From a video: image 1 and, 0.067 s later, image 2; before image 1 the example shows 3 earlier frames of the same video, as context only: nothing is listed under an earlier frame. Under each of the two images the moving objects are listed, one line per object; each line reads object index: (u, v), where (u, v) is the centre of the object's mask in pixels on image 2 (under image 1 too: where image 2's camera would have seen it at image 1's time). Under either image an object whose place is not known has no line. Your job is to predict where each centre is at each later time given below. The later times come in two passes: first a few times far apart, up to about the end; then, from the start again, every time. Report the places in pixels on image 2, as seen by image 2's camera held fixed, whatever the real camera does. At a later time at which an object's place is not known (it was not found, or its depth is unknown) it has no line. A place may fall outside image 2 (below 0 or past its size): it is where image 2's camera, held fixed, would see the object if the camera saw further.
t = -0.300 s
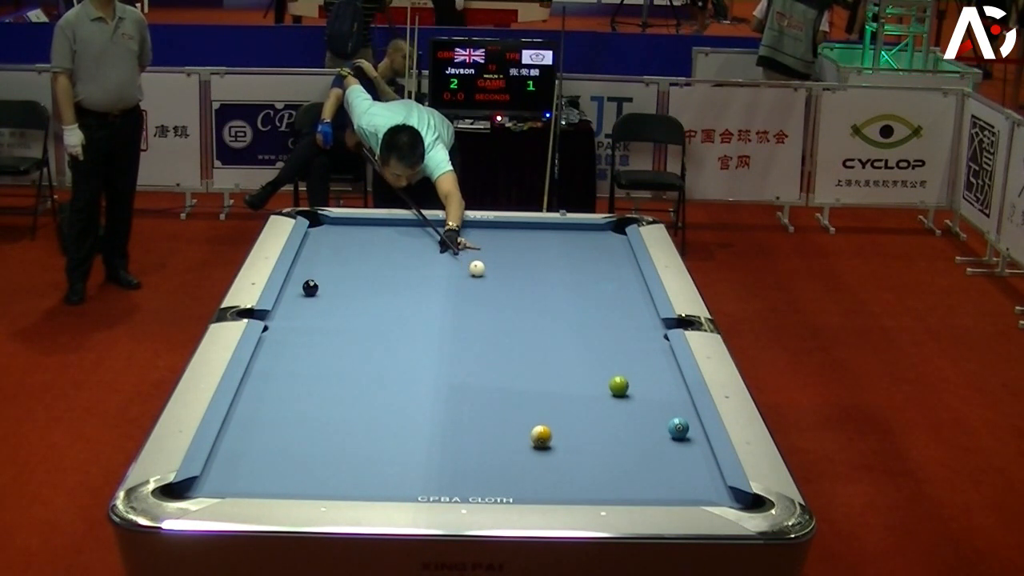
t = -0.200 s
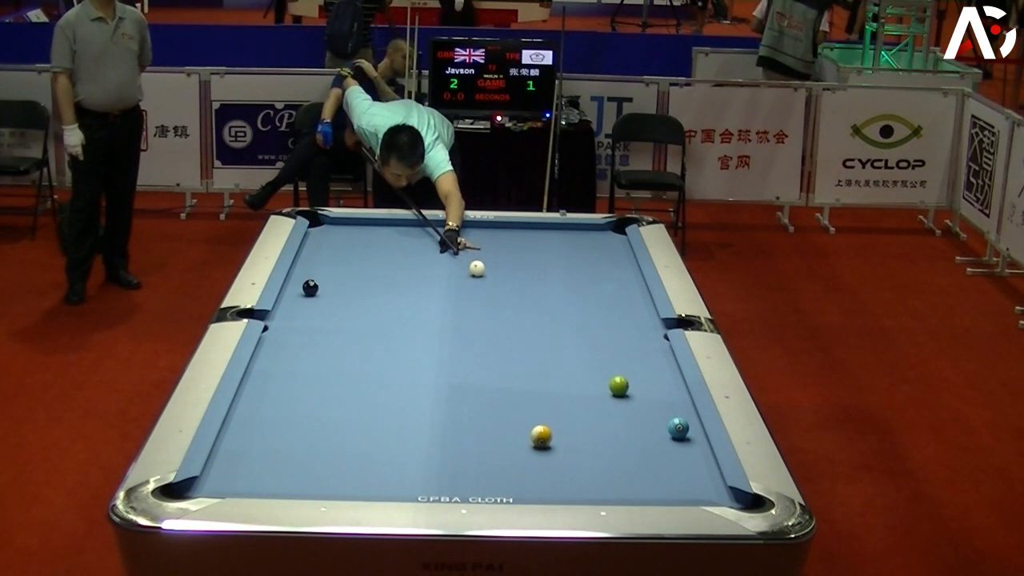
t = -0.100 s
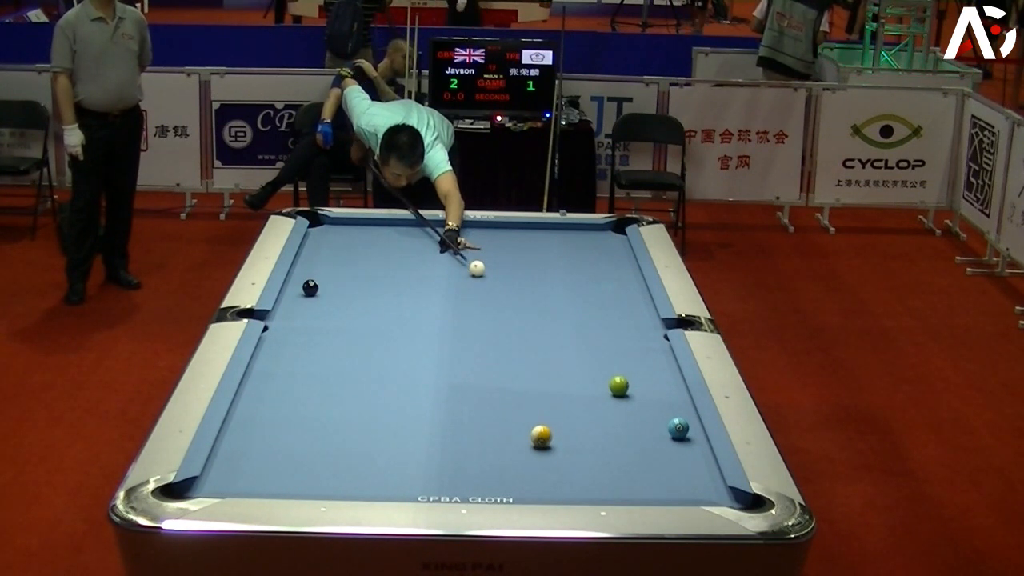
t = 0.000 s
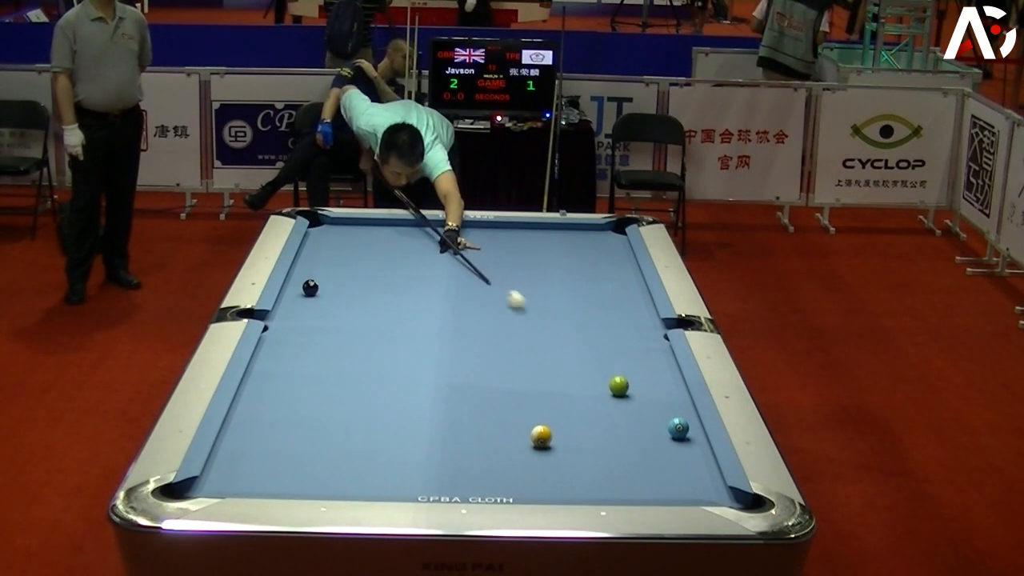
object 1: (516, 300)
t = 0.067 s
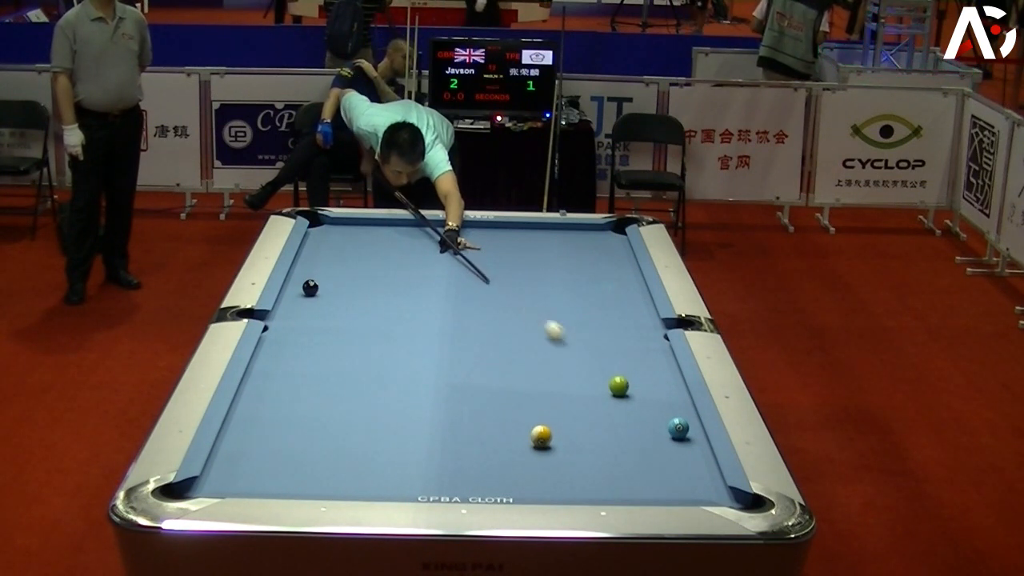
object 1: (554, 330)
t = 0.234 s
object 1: (627, 379)
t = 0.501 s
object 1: (662, 377)
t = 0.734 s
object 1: (663, 373)
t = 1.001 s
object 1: (646, 367)
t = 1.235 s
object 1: (633, 363)
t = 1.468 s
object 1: (621, 359)
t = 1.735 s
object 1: (609, 356)
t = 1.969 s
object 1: (599, 353)
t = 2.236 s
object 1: (591, 350)
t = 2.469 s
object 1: (584, 348)
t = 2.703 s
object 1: (579, 347)
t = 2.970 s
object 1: (575, 345)
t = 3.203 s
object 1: (572, 345)
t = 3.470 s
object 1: (571, 344)
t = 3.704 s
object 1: (571, 344)
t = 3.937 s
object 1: (571, 344)
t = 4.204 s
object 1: (571, 344)
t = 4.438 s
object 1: (571, 344)
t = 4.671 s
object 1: (571, 344)
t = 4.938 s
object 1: (571, 344)
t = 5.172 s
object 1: (571, 344)
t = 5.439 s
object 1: (571, 344)
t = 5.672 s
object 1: (571, 344)
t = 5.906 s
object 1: (571, 344)
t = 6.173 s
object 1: (571, 344)
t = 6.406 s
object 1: (571, 344)
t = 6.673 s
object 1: (571, 344)
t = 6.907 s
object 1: (571, 344)
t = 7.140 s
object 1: (571, 344)
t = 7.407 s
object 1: (571, 344)
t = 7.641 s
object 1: (571, 344)
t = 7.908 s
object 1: (571, 344)
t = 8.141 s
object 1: (571, 344)
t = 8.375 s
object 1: (571, 344)
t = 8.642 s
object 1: (571, 344)
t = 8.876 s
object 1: (571, 344)
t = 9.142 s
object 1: (571, 344)
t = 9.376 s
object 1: (571, 344)
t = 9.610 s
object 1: (571, 344)
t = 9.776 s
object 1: (571, 344)
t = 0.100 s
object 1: (575, 347)
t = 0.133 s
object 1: (596, 365)
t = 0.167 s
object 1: (614, 377)
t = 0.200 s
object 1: (622, 379)
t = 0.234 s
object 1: (627, 379)
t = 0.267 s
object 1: (632, 379)
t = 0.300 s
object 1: (637, 379)
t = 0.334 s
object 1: (642, 379)
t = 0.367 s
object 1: (645, 378)
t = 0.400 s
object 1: (650, 378)
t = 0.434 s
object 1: (654, 378)
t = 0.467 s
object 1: (658, 377)
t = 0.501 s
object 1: (662, 377)
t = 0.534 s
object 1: (666, 377)
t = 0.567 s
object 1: (671, 376)
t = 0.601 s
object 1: (673, 376)
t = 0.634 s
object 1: (670, 375)
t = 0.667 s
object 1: (667, 374)
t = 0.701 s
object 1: (665, 373)
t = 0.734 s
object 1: (663, 373)
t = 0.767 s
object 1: (661, 372)
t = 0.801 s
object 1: (658, 371)
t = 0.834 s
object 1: (656, 371)
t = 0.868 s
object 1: (654, 370)
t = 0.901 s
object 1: (652, 369)
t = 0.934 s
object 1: (650, 369)
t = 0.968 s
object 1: (648, 368)
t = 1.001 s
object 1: (646, 367)
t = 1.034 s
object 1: (644, 367)
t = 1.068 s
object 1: (642, 366)
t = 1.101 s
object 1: (640, 365)
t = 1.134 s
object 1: (638, 365)
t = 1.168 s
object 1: (636, 364)
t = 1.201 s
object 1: (635, 364)
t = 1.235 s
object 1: (633, 363)
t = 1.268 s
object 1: (631, 363)
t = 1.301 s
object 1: (629, 362)
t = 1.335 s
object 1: (627, 362)
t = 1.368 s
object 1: (626, 361)
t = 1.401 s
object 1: (624, 360)
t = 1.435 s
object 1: (622, 360)
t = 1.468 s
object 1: (621, 359)
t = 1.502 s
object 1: (619, 359)
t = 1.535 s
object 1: (618, 358)
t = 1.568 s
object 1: (616, 358)
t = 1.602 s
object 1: (614, 358)
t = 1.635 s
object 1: (613, 357)
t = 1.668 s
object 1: (612, 357)
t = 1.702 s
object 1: (610, 356)
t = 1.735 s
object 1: (609, 356)
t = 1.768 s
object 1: (608, 355)
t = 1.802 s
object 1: (606, 355)
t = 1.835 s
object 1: (605, 355)
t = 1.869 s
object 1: (604, 354)
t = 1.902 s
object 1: (602, 354)
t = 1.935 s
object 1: (601, 353)
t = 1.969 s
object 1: (599, 353)
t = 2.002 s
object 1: (599, 353)
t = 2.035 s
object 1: (597, 352)
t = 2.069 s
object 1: (597, 352)
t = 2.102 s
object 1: (595, 352)
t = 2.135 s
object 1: (594, 351)
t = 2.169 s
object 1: (593, 351)
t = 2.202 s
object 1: (592, 351)
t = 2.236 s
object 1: (591, 350)
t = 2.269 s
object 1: (590, 350)
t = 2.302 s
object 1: (589, 350)
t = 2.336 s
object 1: (588, 349)
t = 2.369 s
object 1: (587, 349)
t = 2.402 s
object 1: (586, 349)
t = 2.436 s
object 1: (585, 349)
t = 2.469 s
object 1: (584, 348)
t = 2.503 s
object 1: (583, 348)
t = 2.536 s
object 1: (583, 348)
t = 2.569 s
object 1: (582, 348)
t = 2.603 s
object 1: (581, 347)
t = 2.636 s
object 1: (581, 347)
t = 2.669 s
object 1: (580, 347)
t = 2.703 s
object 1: (579, 347)
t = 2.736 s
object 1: (579, 346)
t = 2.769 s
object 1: (578, 346)
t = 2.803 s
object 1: (578, 346)
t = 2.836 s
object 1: (577, 346)
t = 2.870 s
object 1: (577, 346)
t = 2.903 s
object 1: (576, 346)
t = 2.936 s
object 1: (575, 345)
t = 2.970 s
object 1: (575, 345)
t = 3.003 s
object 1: (575, 345)
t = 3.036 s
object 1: (574, 345)
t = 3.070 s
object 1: (574, 345)
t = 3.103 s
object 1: (573, 345)
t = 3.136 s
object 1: (573, 345)
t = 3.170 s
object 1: (573, 344)
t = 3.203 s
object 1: (572, 345)
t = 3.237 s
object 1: (572, 344)
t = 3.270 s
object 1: (572, 344)
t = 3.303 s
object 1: (572, 344)
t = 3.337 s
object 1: (571, 344)
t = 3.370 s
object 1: (571, 344)
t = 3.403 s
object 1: (571, 344)
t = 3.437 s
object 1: (571, 344)
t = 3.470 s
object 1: (571, 344)
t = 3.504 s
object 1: (571, 344)
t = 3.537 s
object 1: (571, 344)
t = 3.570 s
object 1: (571, 344)
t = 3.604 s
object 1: (570, 344)
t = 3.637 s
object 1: (570, 344)
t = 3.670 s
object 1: (571, 344)
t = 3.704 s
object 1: (571, 344)
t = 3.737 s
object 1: (571, 344)
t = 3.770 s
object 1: (571, 344)
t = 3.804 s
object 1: (571, 344)
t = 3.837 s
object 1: (571, 344)
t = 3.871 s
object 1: (571, 344)
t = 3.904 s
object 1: (571, 344)
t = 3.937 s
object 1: (571, 344)
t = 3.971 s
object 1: (571, 344)
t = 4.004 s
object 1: (571, 344)
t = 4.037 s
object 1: (571, 344)
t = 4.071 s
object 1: (571, 344)
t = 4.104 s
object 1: (571, 344)
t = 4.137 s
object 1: (571, 344)
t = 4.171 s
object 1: (571, 344)
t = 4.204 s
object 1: (571, 344)
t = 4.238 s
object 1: (571, 344)
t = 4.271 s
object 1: (571, 344)
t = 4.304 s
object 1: (571, 344)
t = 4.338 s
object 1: (571, 344)
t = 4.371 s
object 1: (571, 344)
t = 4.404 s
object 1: (571, 344)
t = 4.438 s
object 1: (571, 344)
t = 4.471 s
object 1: (571, 344)
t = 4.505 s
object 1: (571, 344)
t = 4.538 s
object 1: (571, 344)
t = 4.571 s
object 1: (571, 344)
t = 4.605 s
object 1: (571, 344)
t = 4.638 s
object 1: (571, 344)
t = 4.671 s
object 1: (571, 344)
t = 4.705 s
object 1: (571, 344)
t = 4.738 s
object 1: (571, 344)
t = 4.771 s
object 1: (571, 344)
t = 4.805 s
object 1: (571, 344)
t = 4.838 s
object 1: (571, 344)
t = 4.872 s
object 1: (571, 344)
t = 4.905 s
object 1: (571, 344)
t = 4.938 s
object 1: (571, 344)
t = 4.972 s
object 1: (571, 344)
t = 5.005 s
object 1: (571, 344)
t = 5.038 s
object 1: (571, 344)
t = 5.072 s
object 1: (571, 344)
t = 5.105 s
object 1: (571, 344)
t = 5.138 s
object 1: (571, 344)
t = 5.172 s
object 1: (571, 344)
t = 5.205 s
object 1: (571, 344)
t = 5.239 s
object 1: (571, 344)
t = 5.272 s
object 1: (571, 344)
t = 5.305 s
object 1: (571, 344)
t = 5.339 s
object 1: (571, 344)
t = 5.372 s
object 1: (571, 344)
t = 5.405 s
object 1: (571, 344)
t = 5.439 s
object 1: (571, 344)
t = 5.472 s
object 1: (571, 344)
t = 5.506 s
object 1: (571, 344)
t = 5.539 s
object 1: (571, 344)
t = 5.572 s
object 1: (571, 344)
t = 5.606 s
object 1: (571, 344)
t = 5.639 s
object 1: (571, 344)
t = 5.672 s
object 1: (571, 344)
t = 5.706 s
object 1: (571, 344)
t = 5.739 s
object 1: (571, 344)
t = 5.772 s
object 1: (571, 344)
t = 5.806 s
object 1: (571, 344)
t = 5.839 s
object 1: (571, 344)
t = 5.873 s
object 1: (571, 344)
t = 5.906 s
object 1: (571, 344)
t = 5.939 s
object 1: (571, 344)
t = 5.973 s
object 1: (571, 344)
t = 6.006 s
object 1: (571, 344)
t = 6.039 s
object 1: (571, 344)
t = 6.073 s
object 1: (571, 344)
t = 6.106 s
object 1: (571, 344)
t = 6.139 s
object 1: (571, 344)
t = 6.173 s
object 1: (571, 344)
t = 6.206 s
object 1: (571, 344)
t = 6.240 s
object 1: (571, 344)
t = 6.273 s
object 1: (571, 344)
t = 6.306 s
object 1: (571, 344)
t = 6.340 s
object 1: (571, 344)
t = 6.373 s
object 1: (571, 344)
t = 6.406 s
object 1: (571, 344)
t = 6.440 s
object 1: (571, 344)
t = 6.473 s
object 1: (571, 344)
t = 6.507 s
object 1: (571, 344)
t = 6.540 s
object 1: (571, 344)
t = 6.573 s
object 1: (571, 344)
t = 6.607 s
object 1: (571, 344)
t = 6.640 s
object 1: (571, 344)
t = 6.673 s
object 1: (571, 344)
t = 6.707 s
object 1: (571, 344)
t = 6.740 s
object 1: (571, 344)
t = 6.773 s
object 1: (571, 344)
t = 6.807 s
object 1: (571, 344)
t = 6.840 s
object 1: (571, 344)
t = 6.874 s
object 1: (571, 344)
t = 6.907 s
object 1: (571, 344)
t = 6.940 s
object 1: (571, 344)
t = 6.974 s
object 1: (571, 344)
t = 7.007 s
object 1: (571, 344)
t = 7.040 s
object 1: (571, 344)
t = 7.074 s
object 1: (571, 344)
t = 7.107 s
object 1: (571, 344)
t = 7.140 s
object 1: (571, 344)
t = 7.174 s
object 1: (571, 344)
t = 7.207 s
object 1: (571, 344)
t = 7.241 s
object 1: (571, 344)
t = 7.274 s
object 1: (571, 344)
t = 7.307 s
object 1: (571, 344)
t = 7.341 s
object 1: (571, 344)
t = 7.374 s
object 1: (571, 344)
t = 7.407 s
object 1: (571, 344)
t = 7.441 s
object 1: (571, 344)
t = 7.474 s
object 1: (571, 344)
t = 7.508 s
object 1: (571, 344)
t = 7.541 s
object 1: (571, 344)
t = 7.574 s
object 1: (571, 344)
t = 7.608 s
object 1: (571, 344)
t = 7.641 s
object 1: (571, 344)
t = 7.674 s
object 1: (571, 344)
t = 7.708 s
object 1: (571, 344)
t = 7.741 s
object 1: (571, 344)
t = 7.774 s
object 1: (571, 344)
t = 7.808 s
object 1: (571, 344)
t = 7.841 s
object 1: (571, 344)
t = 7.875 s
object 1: (571, 344)
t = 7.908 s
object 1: (571, 344)
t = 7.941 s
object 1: (571, 344)
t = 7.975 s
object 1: (571, 344)
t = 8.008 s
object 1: (571, 344)
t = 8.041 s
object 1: (571, 344)
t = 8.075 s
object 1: (571, 344)
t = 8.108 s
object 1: (571, 344)
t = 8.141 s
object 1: (571, 344)
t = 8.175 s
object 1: (571, 344)
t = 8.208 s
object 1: (571, 344)
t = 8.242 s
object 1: (571, 344)
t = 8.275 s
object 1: (571, 344)
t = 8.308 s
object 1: (571, 344)
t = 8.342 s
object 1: (571, 344)
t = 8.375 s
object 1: (571, 344)
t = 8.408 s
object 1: (571, 344)
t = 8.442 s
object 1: (571, 344)
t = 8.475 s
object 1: (571, 344)
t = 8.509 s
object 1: (571, 344)
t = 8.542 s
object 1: (571, 344)
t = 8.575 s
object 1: (571, 344)
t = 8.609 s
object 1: (571, 344)
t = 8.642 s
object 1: (571, 344)
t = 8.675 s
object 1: (571, 344)
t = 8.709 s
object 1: (571, 344)
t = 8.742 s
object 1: (571, 344)
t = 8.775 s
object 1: (571, 344)
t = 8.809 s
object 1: (571, 344)
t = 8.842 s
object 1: (571, 344)
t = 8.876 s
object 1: (571, 344)
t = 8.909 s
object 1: (571, 344)
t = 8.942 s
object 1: (571, 344)
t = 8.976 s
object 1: (571, 344)
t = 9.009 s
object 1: (571, 344)
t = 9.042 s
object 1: (571, 344)
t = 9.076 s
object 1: (571, 344)
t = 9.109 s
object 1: (571, 344)
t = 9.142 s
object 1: (571, 344)
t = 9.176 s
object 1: (571, 344)
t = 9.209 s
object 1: (571, 344)
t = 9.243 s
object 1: (571, 344)
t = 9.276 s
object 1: (571, 344)
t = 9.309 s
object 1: (571, 344)
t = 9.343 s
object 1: (571, 344)
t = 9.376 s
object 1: (571, 344)
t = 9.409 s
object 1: (571, 344)
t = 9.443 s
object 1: (571, 344)
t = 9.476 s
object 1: (571, 344)
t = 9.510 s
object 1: (571, 344)
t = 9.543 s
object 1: (571, 344)
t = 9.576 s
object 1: (571, 344)
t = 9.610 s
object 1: (571, 344)
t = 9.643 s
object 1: (571, 344)
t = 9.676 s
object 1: (571, 344)
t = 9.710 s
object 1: (571, 344)
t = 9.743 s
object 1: (571, 344)
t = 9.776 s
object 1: (571, 344)
